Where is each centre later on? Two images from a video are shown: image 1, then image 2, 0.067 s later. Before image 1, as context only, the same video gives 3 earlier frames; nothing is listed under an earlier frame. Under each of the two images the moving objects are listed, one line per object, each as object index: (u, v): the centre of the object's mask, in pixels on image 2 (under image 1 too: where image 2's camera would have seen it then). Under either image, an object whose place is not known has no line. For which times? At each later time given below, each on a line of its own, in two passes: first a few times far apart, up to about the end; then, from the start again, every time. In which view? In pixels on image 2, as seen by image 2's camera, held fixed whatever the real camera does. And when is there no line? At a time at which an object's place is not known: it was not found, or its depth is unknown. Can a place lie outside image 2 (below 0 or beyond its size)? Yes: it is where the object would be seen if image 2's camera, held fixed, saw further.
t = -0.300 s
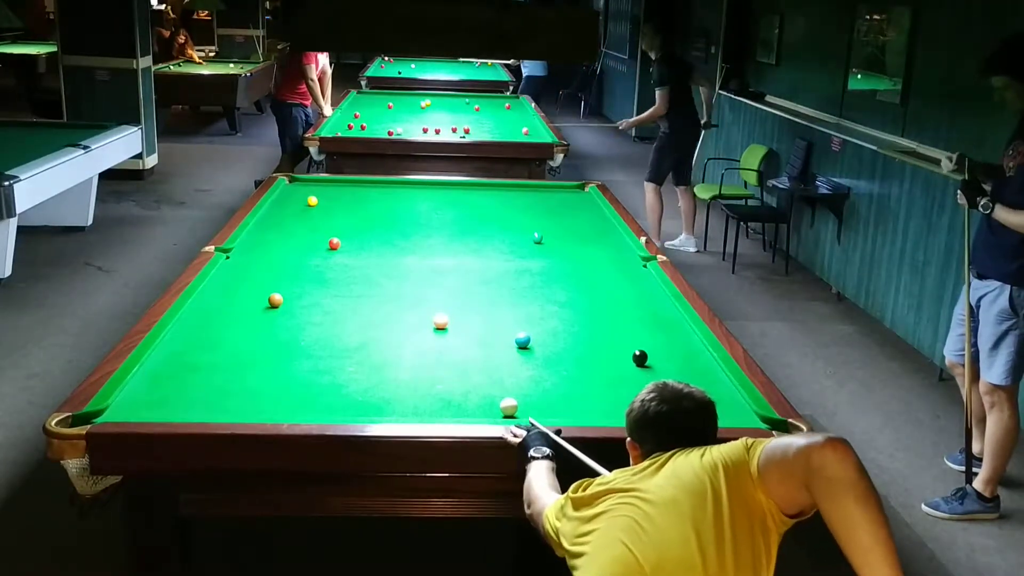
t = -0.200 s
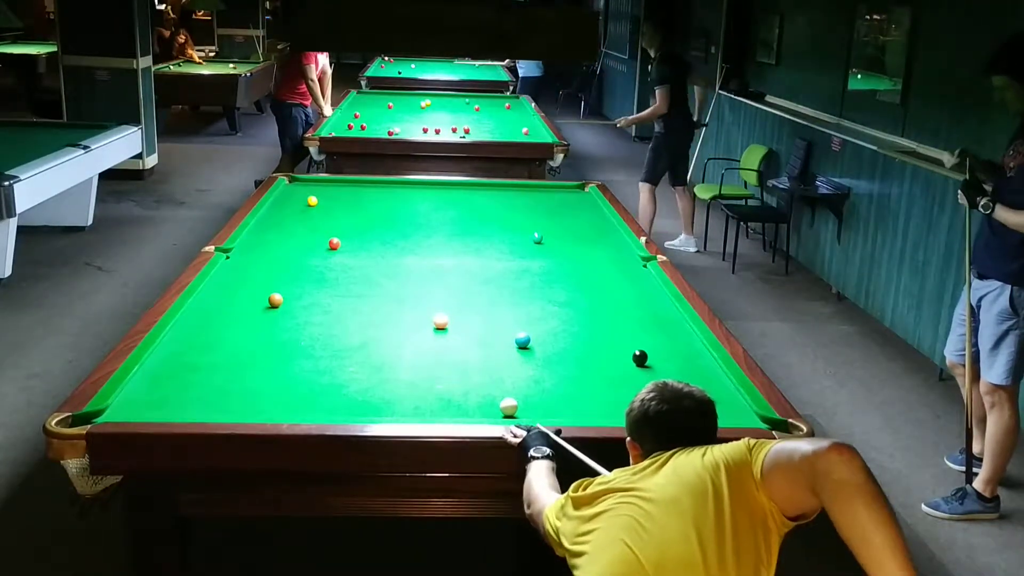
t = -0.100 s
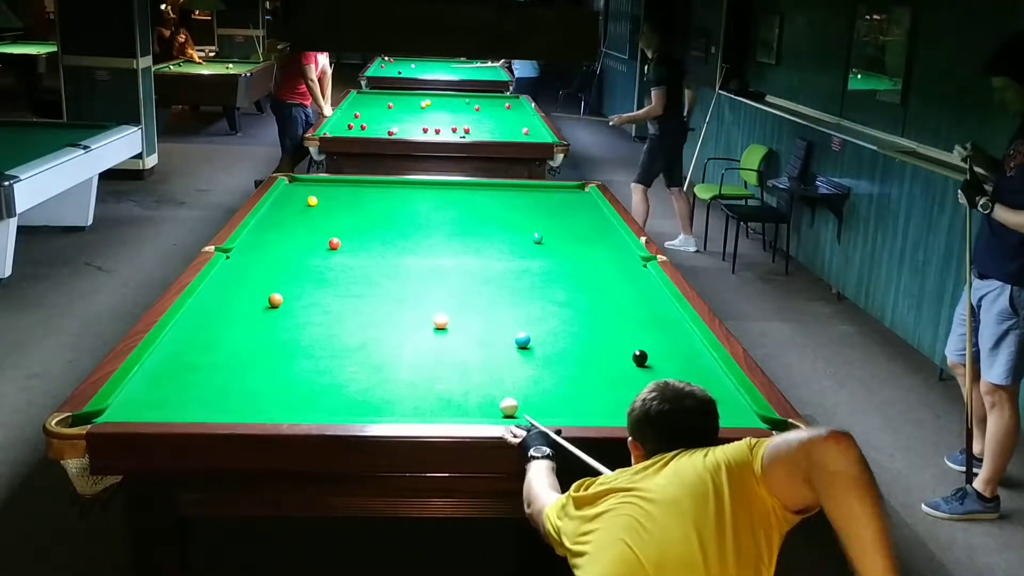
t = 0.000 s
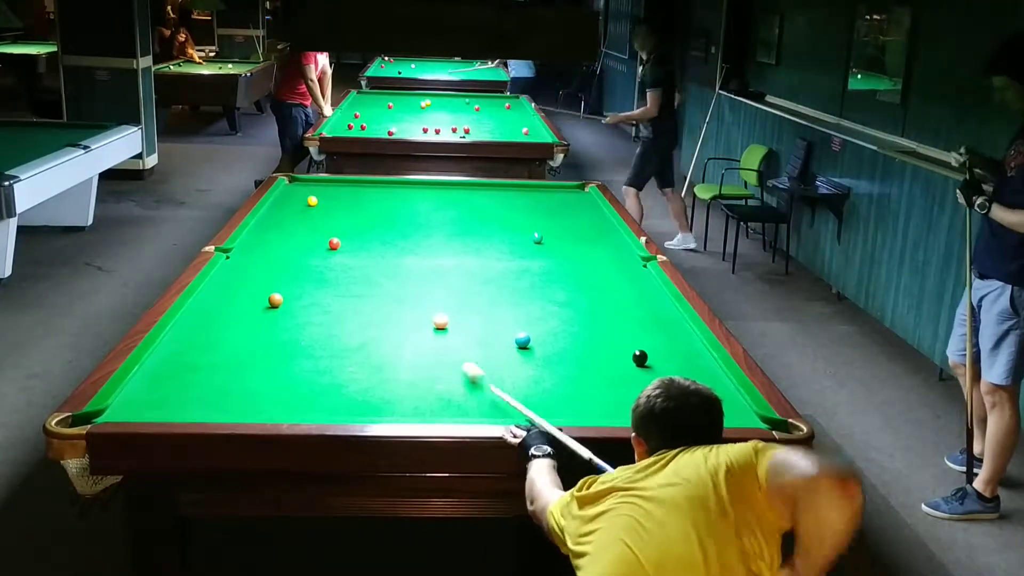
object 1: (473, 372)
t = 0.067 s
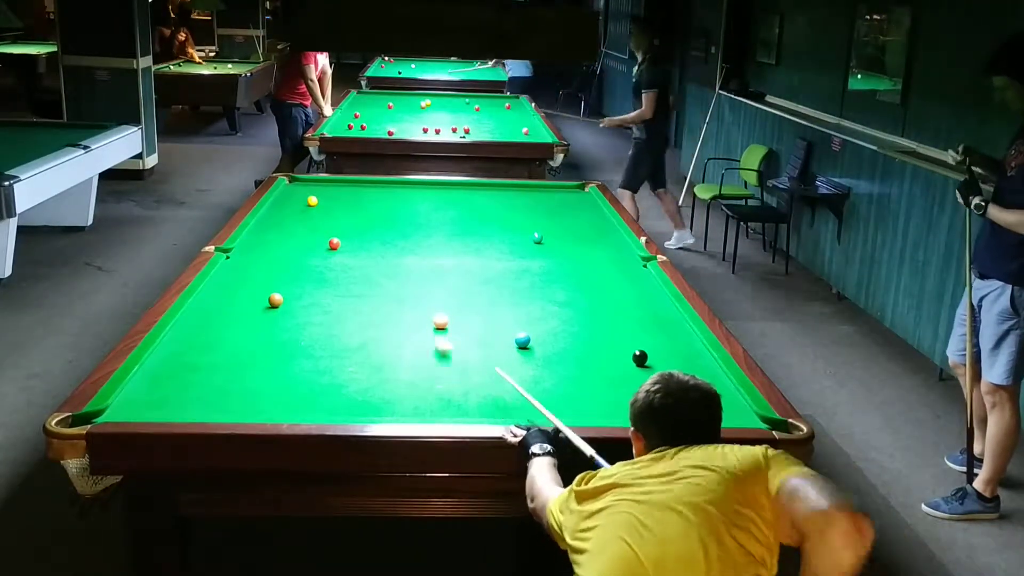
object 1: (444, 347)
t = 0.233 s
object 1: (386, 294)
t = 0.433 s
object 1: (337, 250)
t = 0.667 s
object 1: (269, 241)
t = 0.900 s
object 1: (284, 235)
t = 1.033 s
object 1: (310, 232)
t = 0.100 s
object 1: (429, 334)
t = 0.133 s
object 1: (418, 323)
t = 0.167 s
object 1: (406, 312)
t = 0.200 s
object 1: (396, 303)
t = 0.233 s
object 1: (386, 294)
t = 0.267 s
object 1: (376, 286)
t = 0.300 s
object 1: (368, 277)
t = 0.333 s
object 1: (359, 270)
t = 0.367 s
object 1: (351, 262)
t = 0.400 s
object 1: (344, 256)
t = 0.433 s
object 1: (337, 250)
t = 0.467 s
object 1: (328, 246)
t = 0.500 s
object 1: (318, 245)
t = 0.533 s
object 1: (308, 245)
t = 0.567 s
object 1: (298, 244)
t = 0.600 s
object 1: (288, 243)
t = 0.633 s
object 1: (278, 242)
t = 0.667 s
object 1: (269, 241)
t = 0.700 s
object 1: (260, 240)
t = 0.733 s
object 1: (251, 238)
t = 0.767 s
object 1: (251, 237)
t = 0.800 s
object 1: (261, 237)
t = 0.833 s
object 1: (269, 236)
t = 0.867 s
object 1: (277, 235)
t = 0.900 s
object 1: (284, 235)
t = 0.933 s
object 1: (291, 234)
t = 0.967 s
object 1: (297, 233)
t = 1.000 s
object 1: (303, 232)
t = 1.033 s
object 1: (310, 232)
